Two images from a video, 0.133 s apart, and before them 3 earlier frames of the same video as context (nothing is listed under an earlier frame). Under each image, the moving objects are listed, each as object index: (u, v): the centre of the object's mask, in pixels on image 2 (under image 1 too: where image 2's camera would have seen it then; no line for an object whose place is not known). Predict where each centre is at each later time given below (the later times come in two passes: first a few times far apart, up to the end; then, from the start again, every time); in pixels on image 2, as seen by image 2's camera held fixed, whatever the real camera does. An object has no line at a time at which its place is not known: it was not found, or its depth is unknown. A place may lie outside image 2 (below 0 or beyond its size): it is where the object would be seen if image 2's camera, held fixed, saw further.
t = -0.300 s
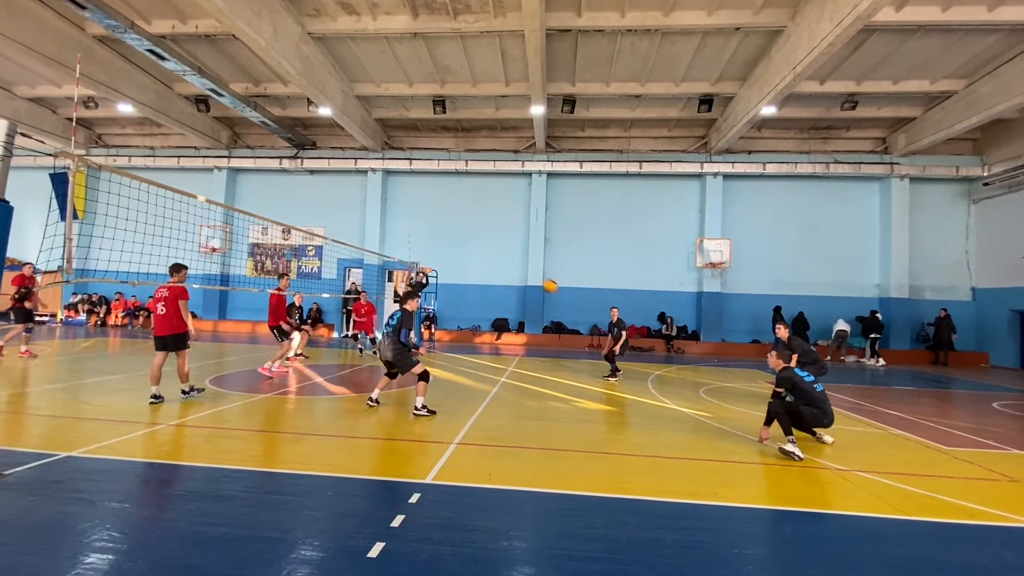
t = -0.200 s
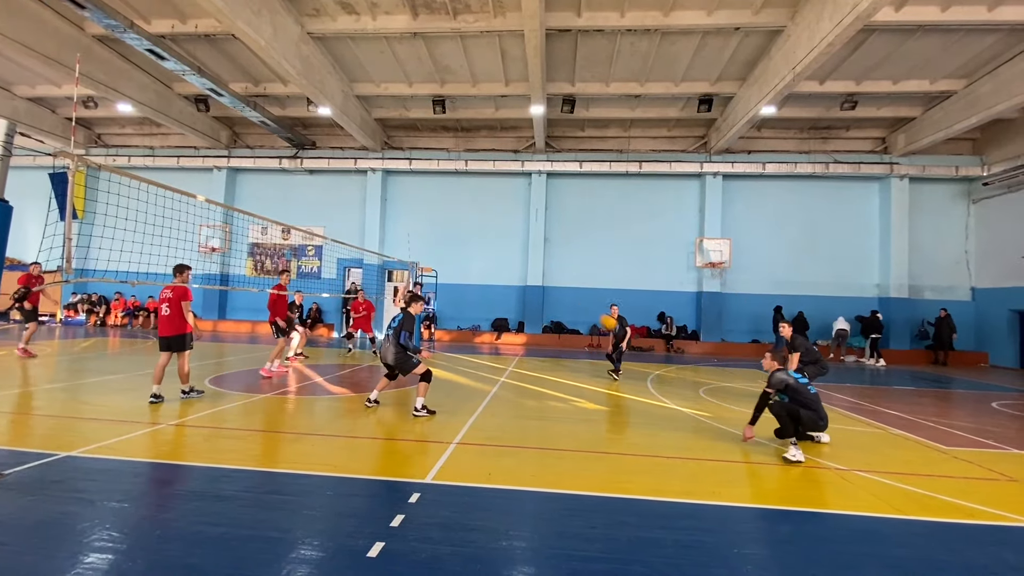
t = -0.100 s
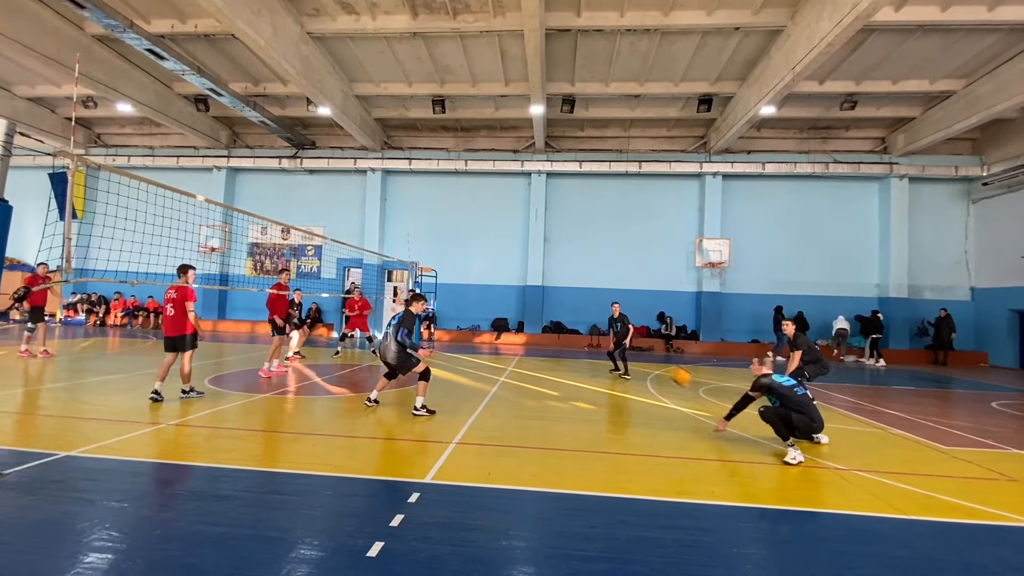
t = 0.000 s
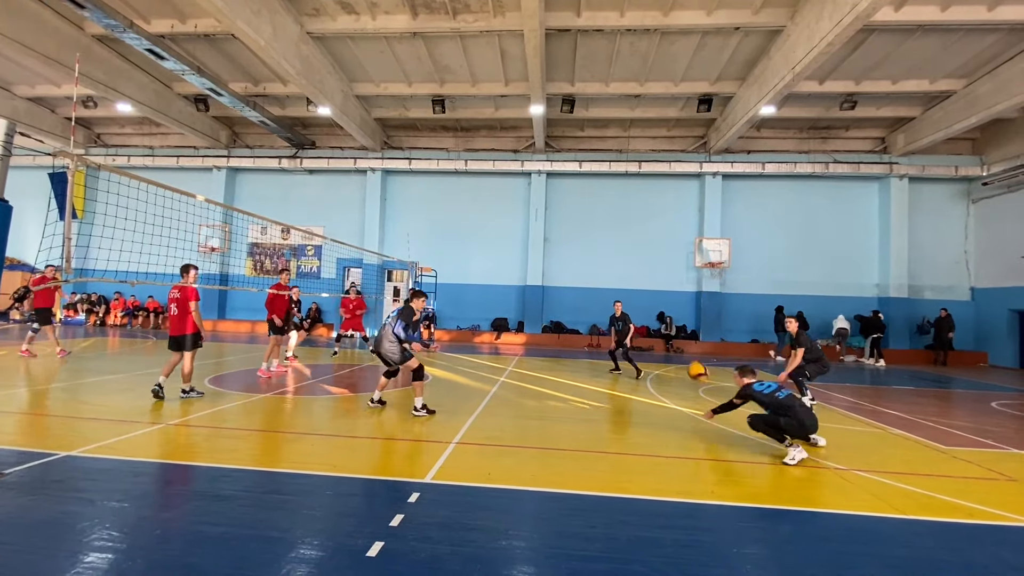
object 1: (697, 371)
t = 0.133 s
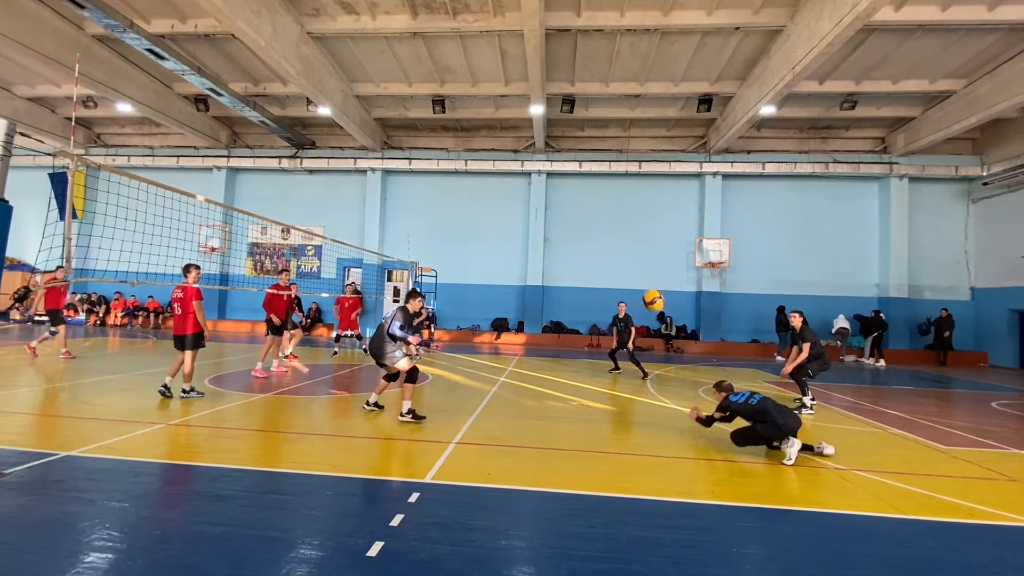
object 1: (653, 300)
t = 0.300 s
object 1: (595, 231)
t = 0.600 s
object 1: (480, 162)
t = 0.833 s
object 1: (373, 171)
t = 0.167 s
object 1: (642, 285)
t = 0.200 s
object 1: (630, 270)
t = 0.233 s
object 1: (618, 256)
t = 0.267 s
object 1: (607, 243)
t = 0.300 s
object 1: (595, 231)
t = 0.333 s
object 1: (583, 220)
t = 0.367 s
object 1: (571, 209)
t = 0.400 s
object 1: (559, 200)
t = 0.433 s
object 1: (546, 191)
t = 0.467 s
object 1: (534, 183)
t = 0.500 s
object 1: (521, 177)
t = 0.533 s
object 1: (507, 171)
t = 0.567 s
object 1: (494, 166)
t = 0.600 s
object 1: (480, 162)
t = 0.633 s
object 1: (467, 160)
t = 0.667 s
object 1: (452, 158)
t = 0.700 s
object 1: (437, 159)
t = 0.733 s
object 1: (421, 159)
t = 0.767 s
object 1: (406, 162)
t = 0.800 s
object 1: (389, 166)
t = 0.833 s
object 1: (373, 171)
